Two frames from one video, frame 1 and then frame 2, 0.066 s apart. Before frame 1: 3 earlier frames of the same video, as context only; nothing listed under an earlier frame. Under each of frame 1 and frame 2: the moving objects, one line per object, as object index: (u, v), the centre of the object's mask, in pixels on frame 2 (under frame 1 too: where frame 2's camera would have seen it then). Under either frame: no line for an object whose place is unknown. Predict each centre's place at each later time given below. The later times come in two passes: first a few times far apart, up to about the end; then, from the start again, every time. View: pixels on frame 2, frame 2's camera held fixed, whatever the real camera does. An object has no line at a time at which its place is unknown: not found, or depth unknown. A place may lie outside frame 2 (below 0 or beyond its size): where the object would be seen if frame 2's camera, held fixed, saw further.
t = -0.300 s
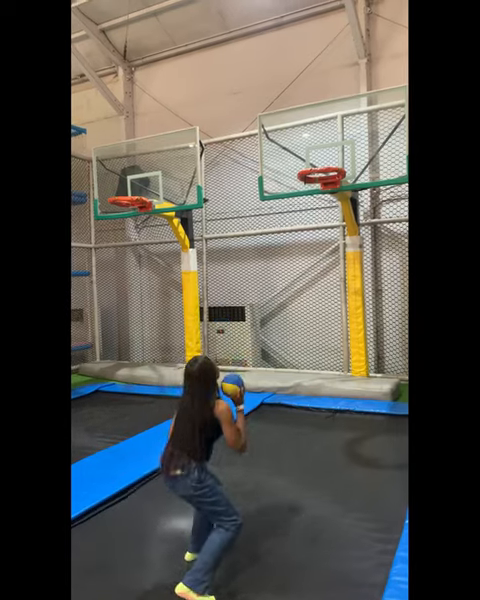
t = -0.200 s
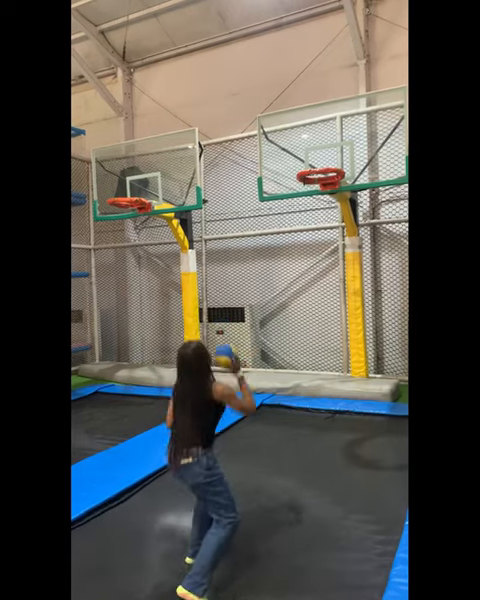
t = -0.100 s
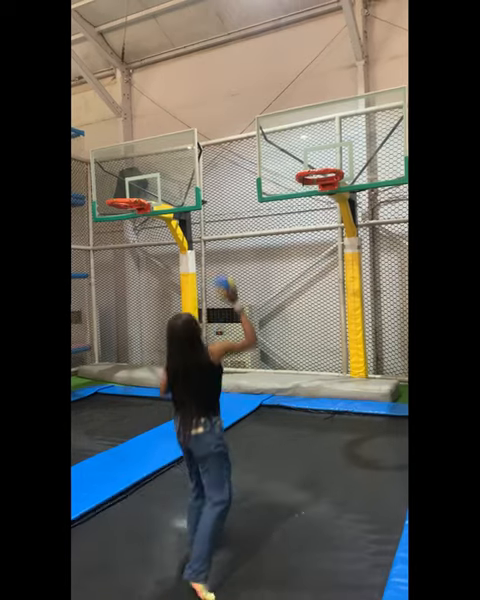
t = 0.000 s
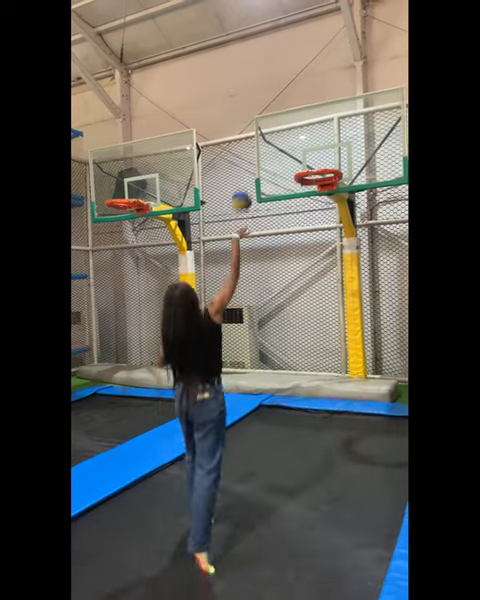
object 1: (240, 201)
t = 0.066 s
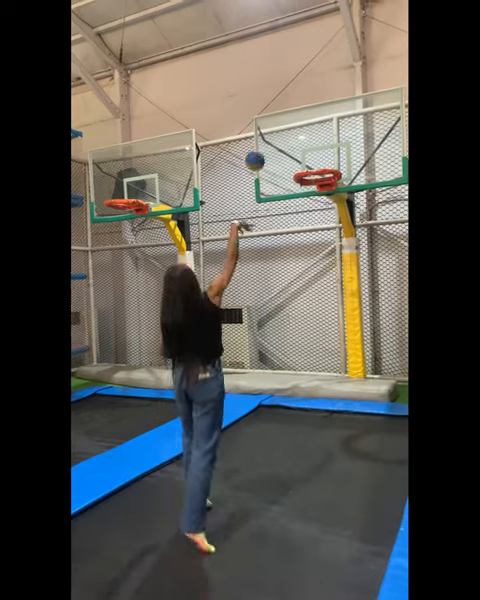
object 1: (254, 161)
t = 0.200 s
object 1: (279, 109)
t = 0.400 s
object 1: (305, 85)
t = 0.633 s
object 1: (326, 105)
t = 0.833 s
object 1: (321, 137)
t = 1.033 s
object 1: (314, 148)
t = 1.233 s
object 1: (305, 141)
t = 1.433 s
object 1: (297, 173)
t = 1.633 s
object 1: (292, 245)
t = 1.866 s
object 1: (287, 378)
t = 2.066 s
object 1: (282, 422)
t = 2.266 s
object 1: (280, 405)
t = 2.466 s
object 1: (278, 430)
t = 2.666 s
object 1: (276, 445)
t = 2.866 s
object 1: (274, 467)
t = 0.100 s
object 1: (261, 144)
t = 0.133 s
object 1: (267, 130)
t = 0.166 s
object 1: (273, 119)
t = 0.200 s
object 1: (279, 109)
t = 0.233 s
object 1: (284, 102)
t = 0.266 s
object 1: (289, 96)
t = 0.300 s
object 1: (293, 91)
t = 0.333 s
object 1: (297, 88)
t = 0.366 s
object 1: (301, 86)
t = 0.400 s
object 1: (305, 85)
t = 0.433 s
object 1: (309, 86)
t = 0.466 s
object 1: (312, 87)
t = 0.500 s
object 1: (316, 89)
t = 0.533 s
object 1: (319, 93)
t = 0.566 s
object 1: (322, 96)
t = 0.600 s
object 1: (325, 101)
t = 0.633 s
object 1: (326, 105)
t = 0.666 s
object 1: (326, 108)
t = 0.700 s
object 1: (325, 111)
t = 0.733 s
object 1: (324, 117)
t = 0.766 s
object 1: (323, 122)
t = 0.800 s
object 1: (322, 128)
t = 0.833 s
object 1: (321, 137)
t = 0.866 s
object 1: (320, 146)
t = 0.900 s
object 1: (319, 156)
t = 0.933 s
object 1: (318, 164)
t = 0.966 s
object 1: (317, 158)
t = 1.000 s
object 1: (315, 153)
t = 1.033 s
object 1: (314, 148)
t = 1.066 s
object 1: (312, 144)
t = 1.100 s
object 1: (310, 141)
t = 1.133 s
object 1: (309, 140)
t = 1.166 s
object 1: (308, 139)
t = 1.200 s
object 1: (306, 139)
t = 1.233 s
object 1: (305, 141)
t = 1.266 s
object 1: (304, 144)
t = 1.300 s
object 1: (303, 148)
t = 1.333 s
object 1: (301, 153)
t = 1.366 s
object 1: (300, 158)
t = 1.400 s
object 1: (299, 165)
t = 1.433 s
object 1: (297, 173)
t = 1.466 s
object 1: (296, 182)
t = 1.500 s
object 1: (296, 192)
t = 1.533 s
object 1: (294, 204)
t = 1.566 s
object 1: (294, 216)
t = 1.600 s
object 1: (292, 230)
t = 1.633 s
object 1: (292, 245)
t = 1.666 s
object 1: (291, 260)
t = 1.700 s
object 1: (290, 277)
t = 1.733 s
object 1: (289, 296)
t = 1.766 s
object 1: (289, 313)
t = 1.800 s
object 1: (289, 333)
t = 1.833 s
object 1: (287, 357)
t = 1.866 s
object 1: (287, 378)
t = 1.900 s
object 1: (286, 402)
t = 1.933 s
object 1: (285, 426)
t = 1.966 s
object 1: (284, 444)
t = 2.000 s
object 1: (284, 437)
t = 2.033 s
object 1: (283, 429)
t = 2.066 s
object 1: (282, 422)
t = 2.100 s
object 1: (282, 416)
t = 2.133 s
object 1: (281, 412)
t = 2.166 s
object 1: (281, 408)
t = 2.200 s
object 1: (281, 406)
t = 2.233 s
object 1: (280, 406)
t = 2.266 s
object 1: (280, 405)
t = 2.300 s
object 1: (279, 406)
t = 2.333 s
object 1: (279, 408)
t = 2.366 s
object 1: (279, 411)
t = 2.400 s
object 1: (279, 416)
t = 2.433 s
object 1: (278, 423)
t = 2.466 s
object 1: (278, 430)
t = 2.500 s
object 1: (278, 438)
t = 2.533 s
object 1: (278, 449)
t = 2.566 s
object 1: (278, 453)
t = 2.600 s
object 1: (278, 449)
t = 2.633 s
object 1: (277, 447)
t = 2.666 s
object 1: (276, 445)
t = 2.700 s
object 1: (276, 445)
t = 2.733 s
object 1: (275, 447)
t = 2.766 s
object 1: (275, 449)
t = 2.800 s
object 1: (275, 453)
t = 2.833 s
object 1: (274, 459)
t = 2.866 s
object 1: (274, 467)
